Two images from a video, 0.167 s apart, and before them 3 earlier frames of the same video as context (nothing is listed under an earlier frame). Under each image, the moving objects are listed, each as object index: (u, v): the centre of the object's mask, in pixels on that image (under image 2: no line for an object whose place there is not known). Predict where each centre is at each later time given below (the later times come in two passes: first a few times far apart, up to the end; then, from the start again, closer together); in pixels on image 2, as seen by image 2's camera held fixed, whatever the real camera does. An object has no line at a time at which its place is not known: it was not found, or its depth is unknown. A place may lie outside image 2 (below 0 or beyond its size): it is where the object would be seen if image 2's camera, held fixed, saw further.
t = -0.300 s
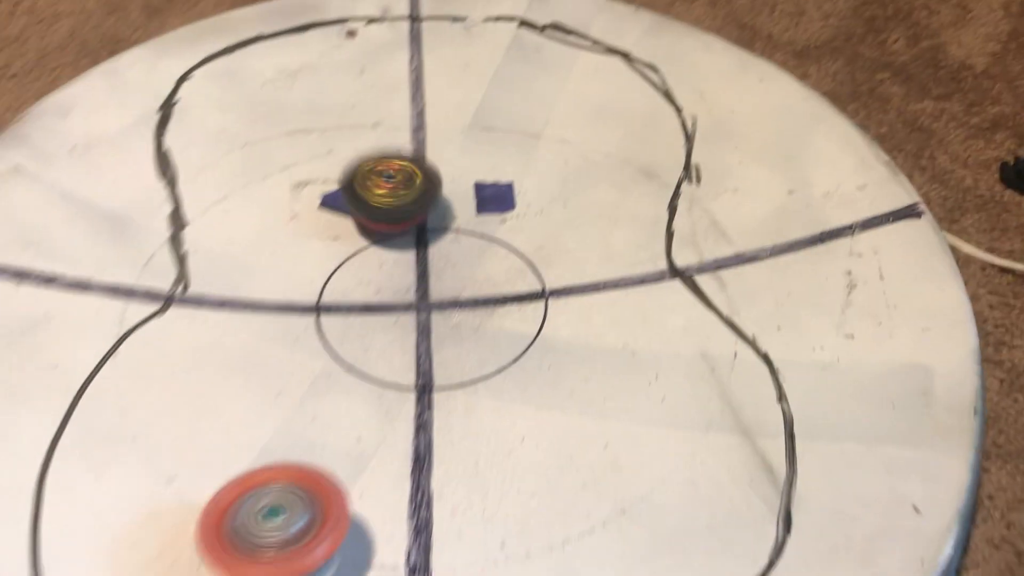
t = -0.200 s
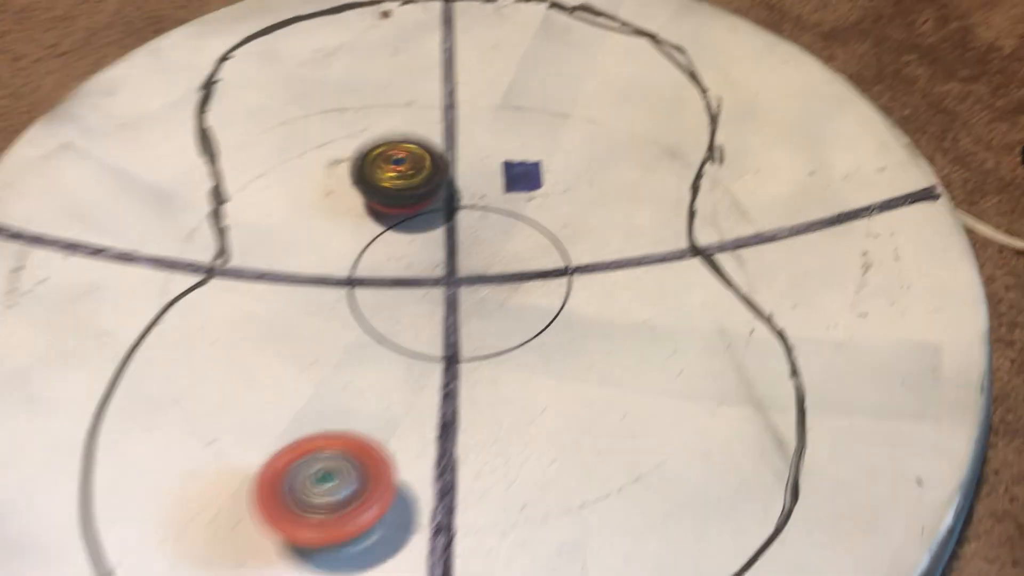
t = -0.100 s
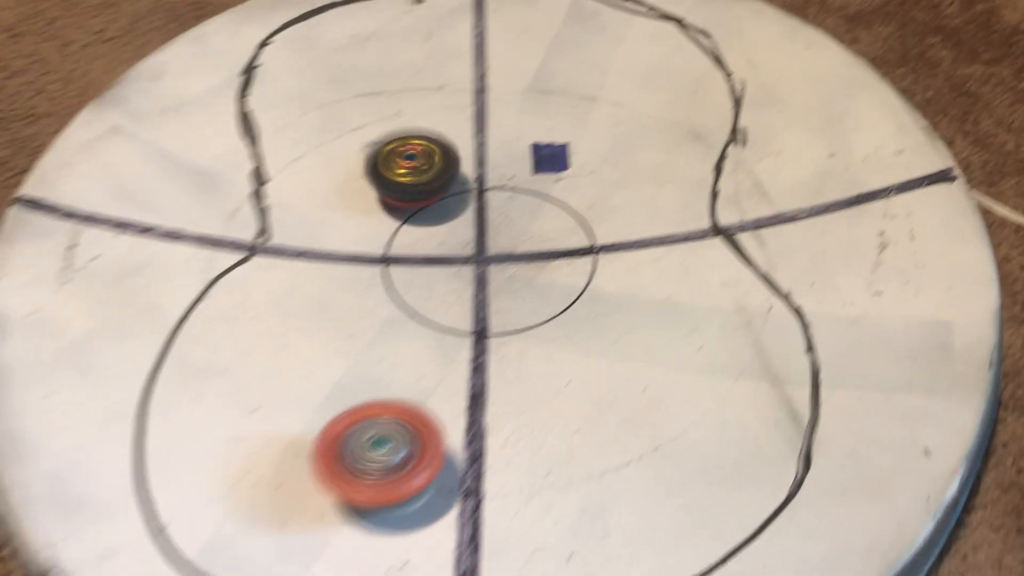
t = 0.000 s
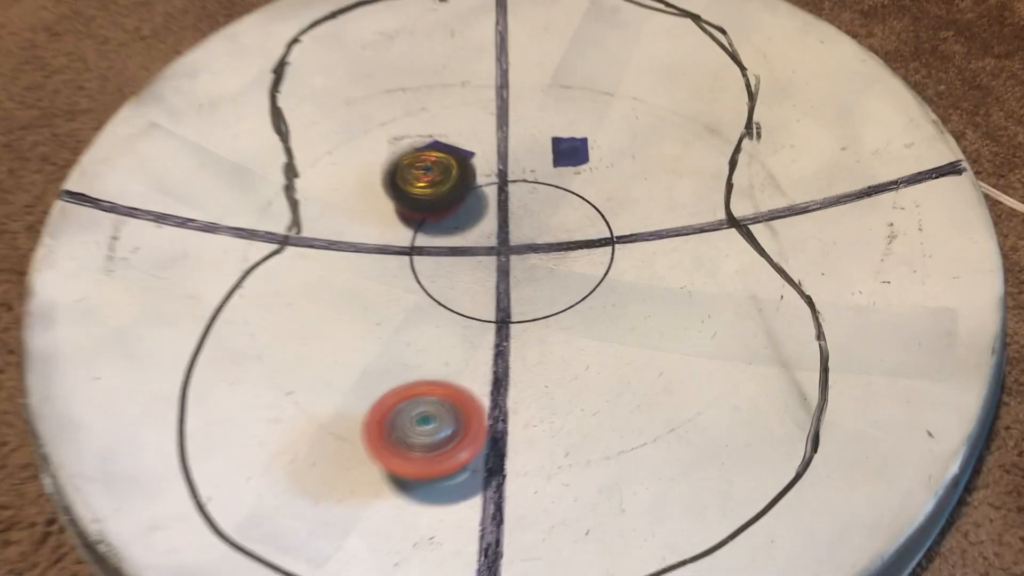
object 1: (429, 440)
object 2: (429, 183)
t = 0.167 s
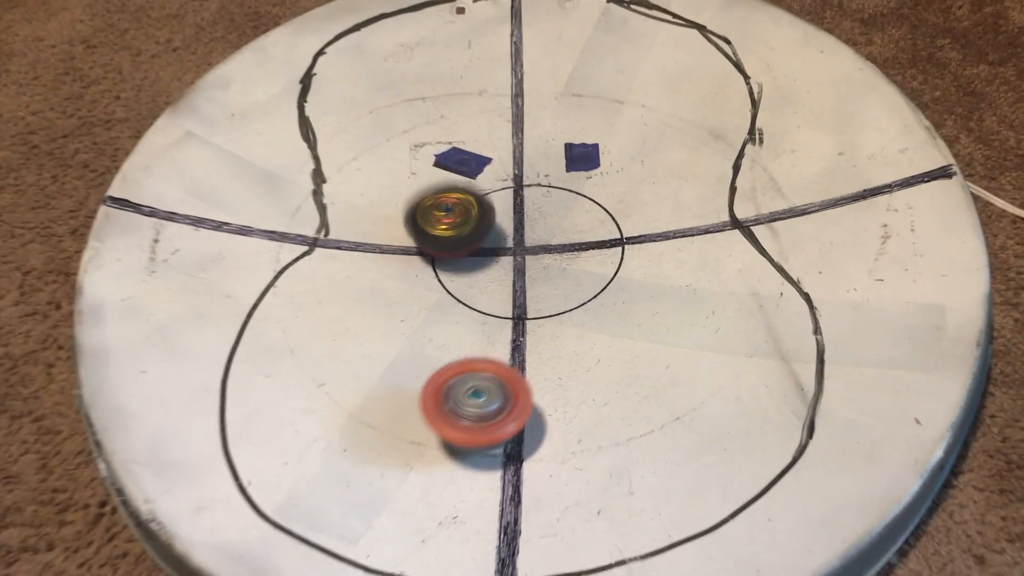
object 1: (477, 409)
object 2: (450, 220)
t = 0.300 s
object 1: (499, 387)
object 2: (466, 253)
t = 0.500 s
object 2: (513, 275)
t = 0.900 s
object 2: (563, 220)
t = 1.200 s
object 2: (565, 205)
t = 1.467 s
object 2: (561, 201)
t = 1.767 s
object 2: (593, 91)
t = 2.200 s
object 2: (523, 95)
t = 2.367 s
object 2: (495, 146)
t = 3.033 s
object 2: (380, 214)
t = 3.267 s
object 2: (379, 226)
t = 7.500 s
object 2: (441, 278)
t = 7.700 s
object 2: (431, 253)
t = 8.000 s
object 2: (472, 220)
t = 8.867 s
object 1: (473, 263)
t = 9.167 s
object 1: (476, 233)
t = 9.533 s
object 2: (486, 272)
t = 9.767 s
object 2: (464, 252)
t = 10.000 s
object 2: (476, 229)
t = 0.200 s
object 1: (482, 404)
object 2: (451, 229)
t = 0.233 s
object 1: (487, 399)
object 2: (455, 237)
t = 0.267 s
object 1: (493, 393)
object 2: (459, 245)
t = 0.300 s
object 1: (499, 387)
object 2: (466, 253)
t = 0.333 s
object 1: (505, 380)
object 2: (474, 260)
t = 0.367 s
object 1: (510, 374)
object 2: (483, 267)
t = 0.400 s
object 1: (515, 368)
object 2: (490, 276)
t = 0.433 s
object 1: (521, 362)
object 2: (497, 279)
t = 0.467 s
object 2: (505, 280)
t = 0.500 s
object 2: (513, 275)
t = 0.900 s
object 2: (563, 220)
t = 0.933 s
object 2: (564, 215)
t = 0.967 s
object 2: (564, 213)
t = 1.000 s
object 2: (565, 210)
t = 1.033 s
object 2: (566, 208)
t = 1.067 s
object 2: (565, 208)
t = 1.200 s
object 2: (565, 205)
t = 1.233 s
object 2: (566, 205)
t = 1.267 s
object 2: (566, 204)
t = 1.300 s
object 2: (566, 204)
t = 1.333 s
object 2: (565, 204)
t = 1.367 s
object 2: (564, 203)
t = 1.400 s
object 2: (564, 203)
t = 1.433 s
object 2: (562, 202)
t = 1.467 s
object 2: (561, 201)
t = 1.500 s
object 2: (561, 201)
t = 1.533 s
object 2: (558, 200)
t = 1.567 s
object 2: (568, 180)
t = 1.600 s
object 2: (582, 160)
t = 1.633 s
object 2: (592, 138)
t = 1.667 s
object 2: (595, 122)
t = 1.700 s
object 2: (596, 109)
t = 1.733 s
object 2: (595, 101)
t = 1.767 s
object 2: (593, 91)
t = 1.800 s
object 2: (590, 84)
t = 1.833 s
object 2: (587, 77)
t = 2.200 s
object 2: (523, 95)
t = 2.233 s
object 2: (515, 104)
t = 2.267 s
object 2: (510, 115)
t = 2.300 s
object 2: (505, 125)
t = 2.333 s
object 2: (499, 134)
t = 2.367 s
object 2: (495, 146)
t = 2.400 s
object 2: (491, 156)
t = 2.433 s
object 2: (487, 166)
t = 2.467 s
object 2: (483, 176)
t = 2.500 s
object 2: (477, 187)
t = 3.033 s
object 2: (380, 214)
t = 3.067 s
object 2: (378, 217)
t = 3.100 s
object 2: (377, 218)
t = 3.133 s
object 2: (376, 218)
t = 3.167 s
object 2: (376, 221)
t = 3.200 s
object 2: (377, 223)
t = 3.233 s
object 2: (378, 224)
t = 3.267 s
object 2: (379, 226)
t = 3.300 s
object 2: (380, 227)
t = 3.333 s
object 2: (384, 231)
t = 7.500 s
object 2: (441, 278)
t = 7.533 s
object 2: (445, 274)
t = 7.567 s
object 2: (447, 269)
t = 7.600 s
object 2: (437, 265)
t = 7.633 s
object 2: (432, 261)
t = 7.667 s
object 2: (431, 257)
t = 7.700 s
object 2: (431, 253)
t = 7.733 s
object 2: (432, 248)
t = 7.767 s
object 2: (435, 244)
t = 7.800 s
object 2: (439, 240)
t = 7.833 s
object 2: (442, 236)
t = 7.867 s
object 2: (448, 231)
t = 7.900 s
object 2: (452, 228)
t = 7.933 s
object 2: (459, 223)
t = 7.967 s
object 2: (465, 223)
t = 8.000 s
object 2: (472, 220)
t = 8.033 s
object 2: (479, 218)
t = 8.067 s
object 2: (489, 218)
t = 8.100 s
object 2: (495, 216)
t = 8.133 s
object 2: (502, 215)
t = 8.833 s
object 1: (475, 266)
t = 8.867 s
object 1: (473, 263)
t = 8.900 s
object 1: (473, 260)
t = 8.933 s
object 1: (472, 256)
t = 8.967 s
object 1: (472, 253)
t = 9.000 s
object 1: (471, 250)
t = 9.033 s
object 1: (471, 246)
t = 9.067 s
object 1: (472, 242)
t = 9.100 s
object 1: (473, 239)
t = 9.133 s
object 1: (475, 236)
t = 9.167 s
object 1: (476, 233)
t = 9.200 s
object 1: (480, 230)
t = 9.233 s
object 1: (481, 227)
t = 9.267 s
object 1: (483, 223)
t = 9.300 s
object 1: (486, 220)
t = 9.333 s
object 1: (489, 217)
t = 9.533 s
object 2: (486, 272)
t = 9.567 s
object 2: (480, 269)
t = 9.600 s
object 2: (475, 266)
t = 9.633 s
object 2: (472, 264)
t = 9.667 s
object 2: (470, 261)
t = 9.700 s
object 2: (467, 258)
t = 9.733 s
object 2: (466, 254)
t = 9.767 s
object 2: (464, 252)
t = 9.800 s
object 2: (464, 248)
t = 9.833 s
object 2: (467, 244)
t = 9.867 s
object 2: (468, 241)
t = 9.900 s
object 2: (470, 239)
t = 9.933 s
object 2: (474, 235)
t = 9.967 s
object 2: (477, 232)
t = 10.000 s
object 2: (476, 229)
